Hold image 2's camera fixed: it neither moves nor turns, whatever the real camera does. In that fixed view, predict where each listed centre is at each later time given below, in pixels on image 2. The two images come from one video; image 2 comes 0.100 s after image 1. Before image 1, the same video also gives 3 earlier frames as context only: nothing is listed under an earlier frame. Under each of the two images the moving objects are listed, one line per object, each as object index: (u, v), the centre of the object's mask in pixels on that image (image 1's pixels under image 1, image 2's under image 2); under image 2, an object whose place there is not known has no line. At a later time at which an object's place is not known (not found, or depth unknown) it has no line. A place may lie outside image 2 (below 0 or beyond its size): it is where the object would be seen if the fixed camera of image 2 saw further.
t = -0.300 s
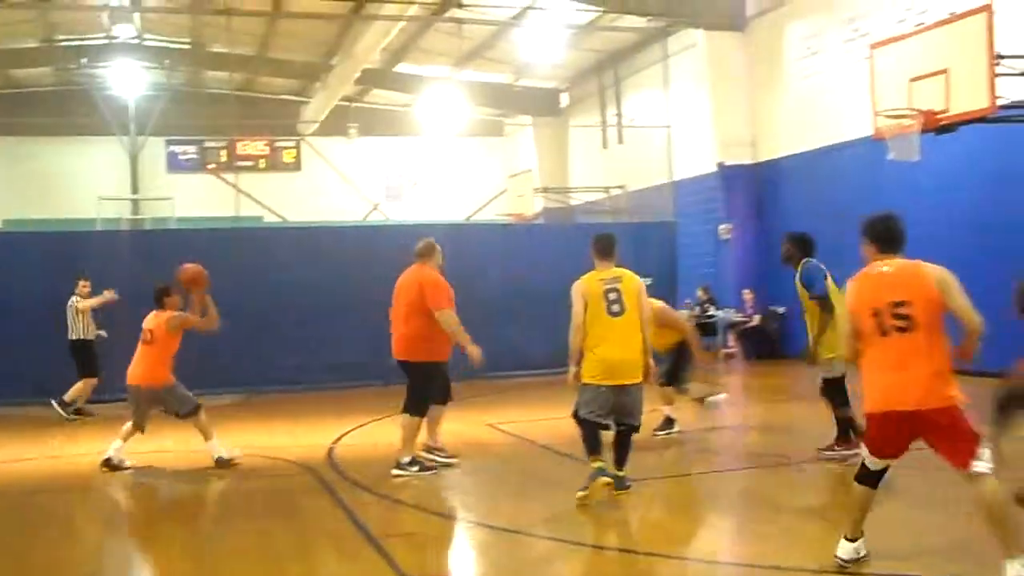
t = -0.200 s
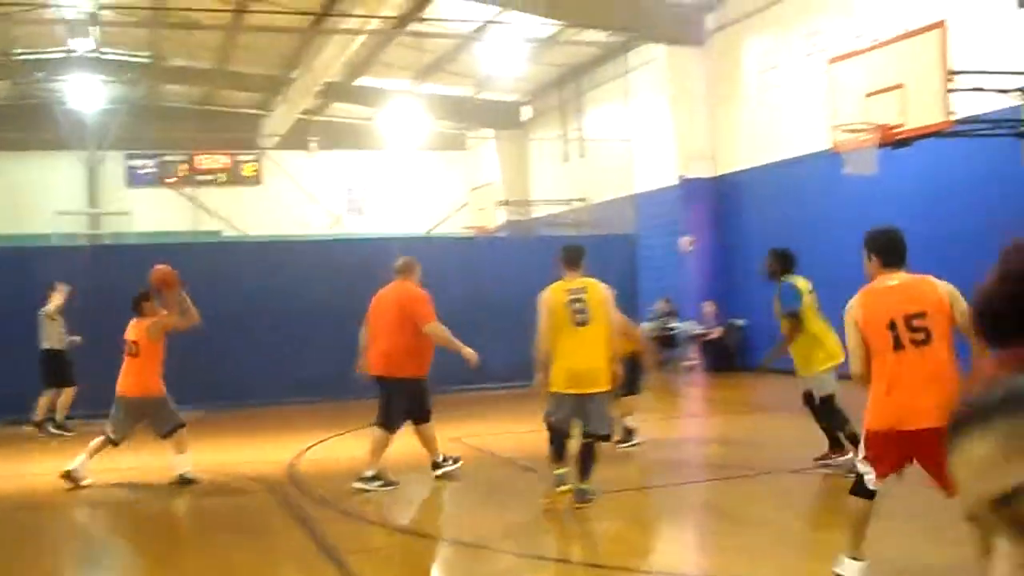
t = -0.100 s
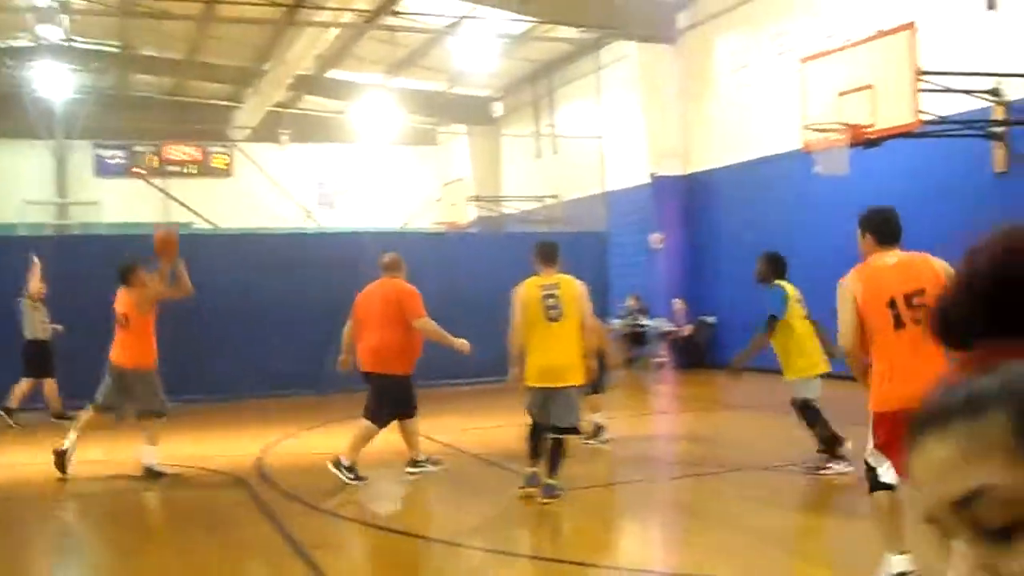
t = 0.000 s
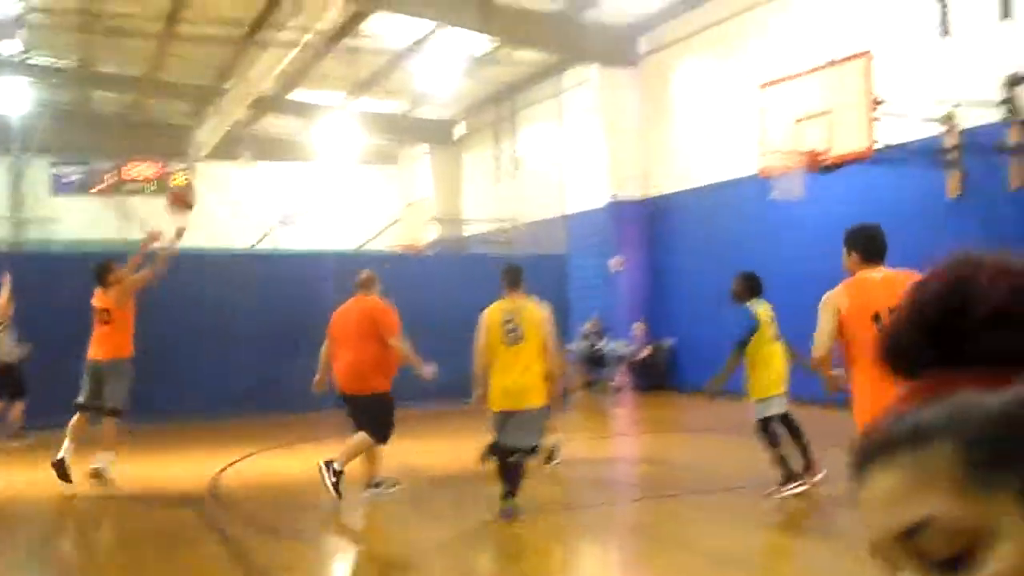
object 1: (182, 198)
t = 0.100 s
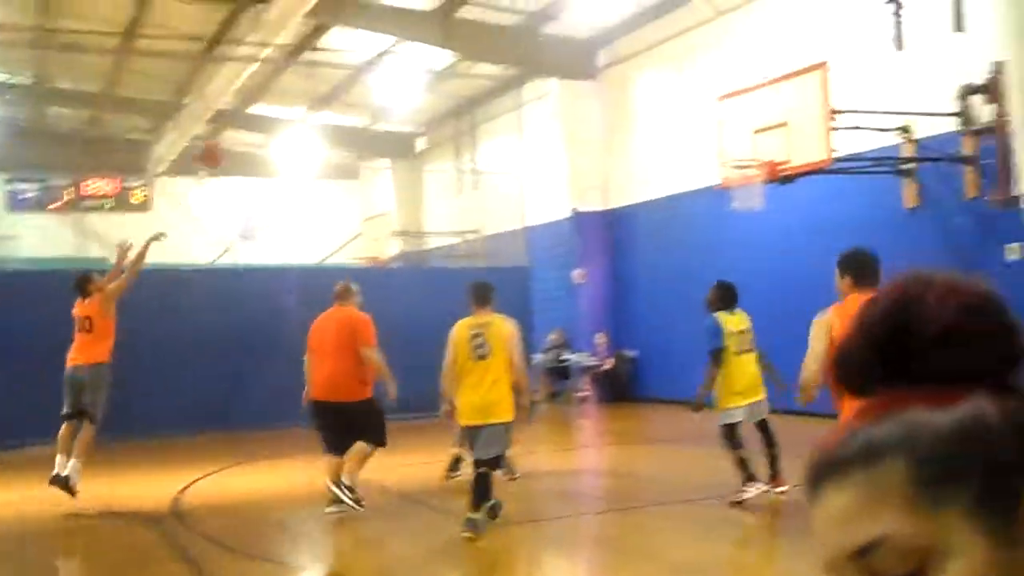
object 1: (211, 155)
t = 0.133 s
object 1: (230, 137)
